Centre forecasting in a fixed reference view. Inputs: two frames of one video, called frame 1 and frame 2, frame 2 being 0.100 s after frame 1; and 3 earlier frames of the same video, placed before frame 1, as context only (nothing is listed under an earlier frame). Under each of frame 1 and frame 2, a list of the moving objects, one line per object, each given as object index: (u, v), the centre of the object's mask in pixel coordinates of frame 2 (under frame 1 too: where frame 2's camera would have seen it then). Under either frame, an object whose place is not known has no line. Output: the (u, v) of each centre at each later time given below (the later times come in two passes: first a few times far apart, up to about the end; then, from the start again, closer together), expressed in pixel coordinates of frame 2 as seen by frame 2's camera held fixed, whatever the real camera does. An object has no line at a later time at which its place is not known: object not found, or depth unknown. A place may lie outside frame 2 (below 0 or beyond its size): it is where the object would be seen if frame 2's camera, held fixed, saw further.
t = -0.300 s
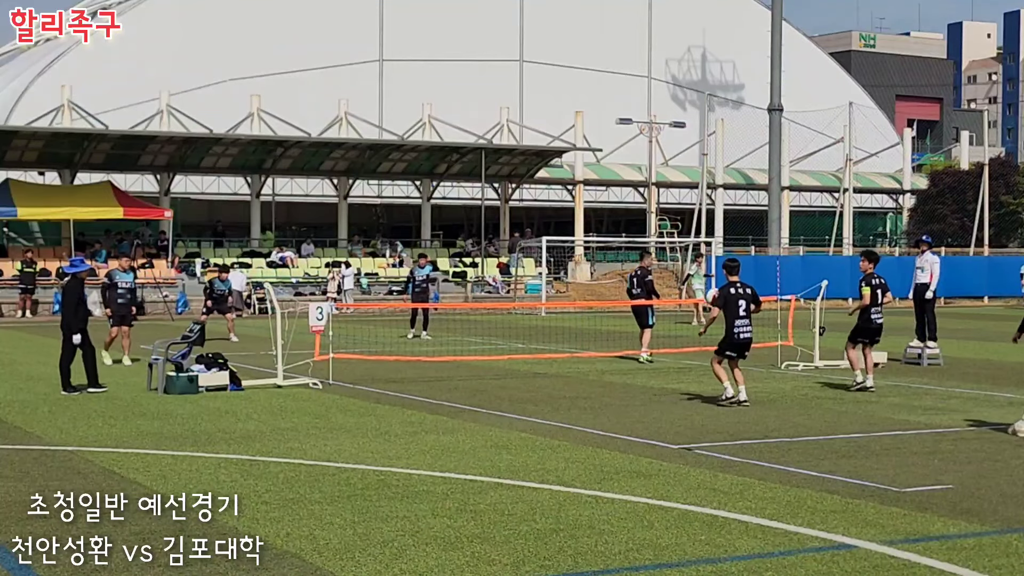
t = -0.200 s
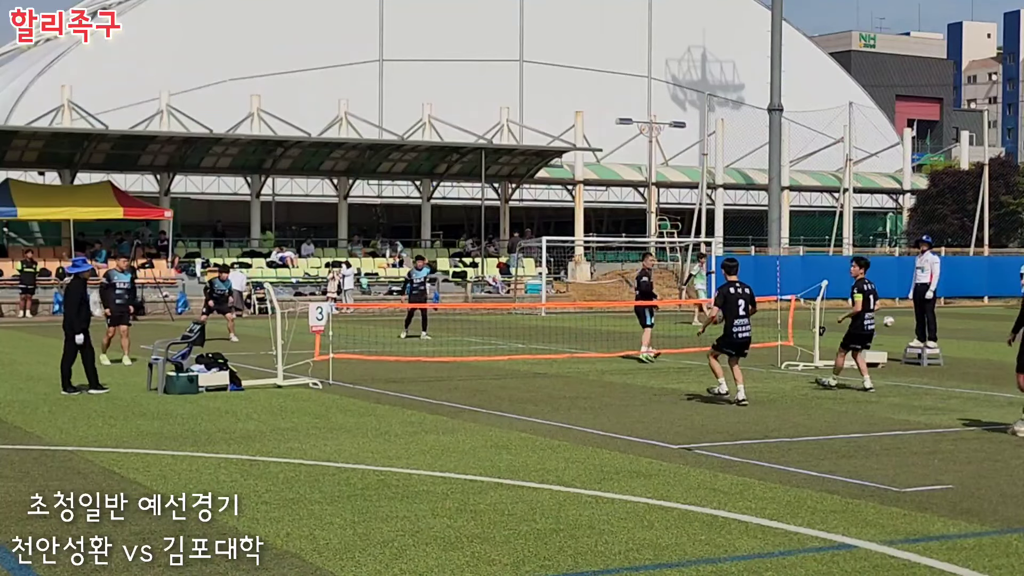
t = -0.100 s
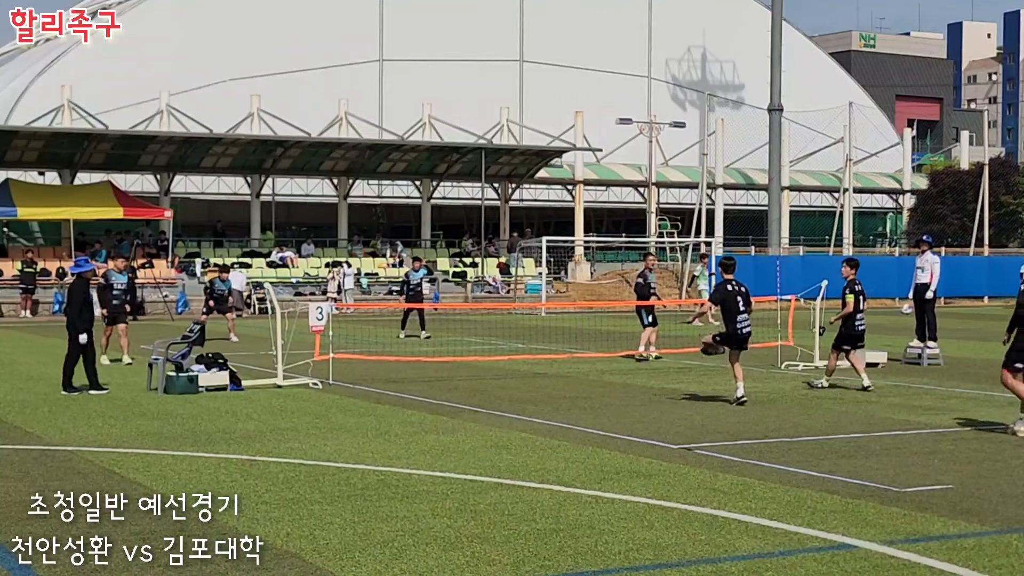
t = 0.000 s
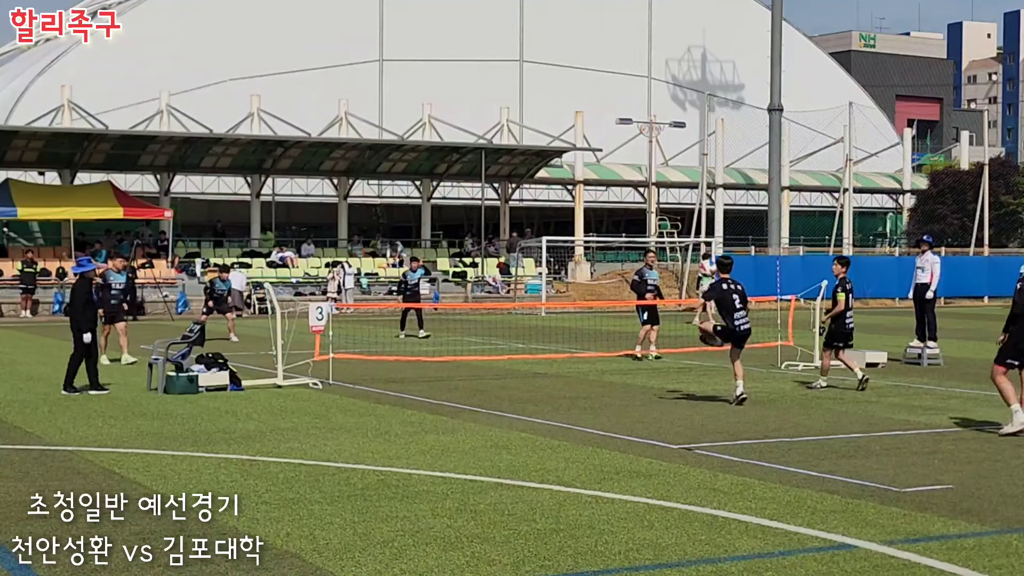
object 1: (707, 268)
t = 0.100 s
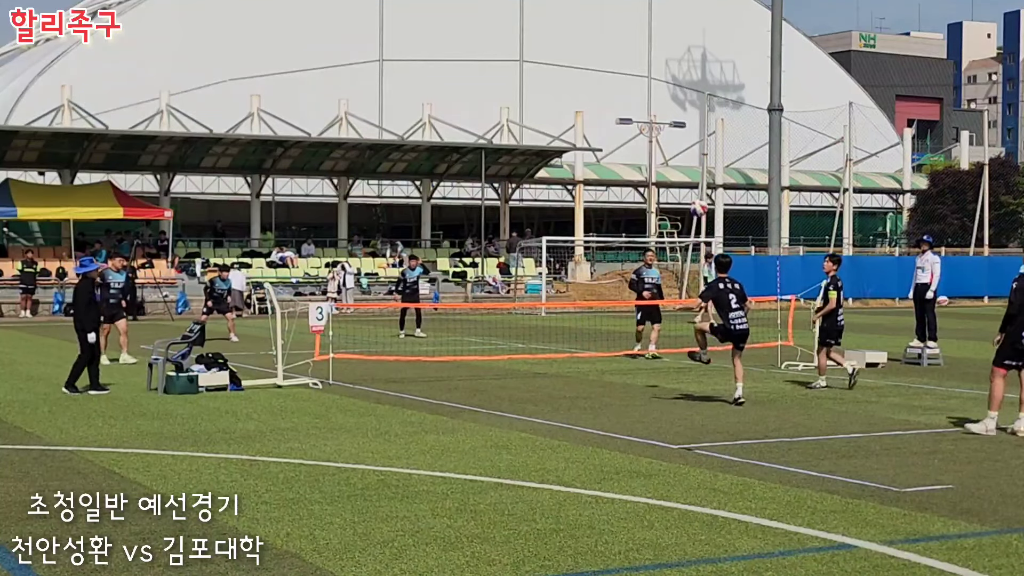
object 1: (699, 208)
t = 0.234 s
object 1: (687, 142)
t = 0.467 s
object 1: (667, 66)
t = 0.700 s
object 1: (646, 39)
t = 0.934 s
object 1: (625, 57)
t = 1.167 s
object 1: (605, 119)
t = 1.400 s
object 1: (586, 221)
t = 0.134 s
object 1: (696, 190)
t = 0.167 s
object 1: (694, 173)
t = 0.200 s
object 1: (690, 157)
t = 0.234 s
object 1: (687, 142)
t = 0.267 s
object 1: (685, 128)
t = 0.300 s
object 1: (682, 114)
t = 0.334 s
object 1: (679, 103)
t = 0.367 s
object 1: (676, 93)
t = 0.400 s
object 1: (672, 83)
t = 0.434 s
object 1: (670, 74)
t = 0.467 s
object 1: (667, 66)
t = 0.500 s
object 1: (664, 59)
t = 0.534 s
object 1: (661, 54)
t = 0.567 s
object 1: (658, 49)
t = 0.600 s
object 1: (655, 45)
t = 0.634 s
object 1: (652, 42)
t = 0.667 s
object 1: (649, 40)
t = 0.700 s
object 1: (646, 39)
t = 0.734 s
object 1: (643, 39)
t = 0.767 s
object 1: (640, 39)
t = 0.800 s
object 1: (637, 41)
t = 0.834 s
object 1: (634, 44)
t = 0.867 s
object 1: (631, 47)
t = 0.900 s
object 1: (628, 51)
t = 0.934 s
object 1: (625, 57)
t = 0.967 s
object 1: (622, 63)
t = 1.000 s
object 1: (619, 70)
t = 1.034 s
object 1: (616, 79)
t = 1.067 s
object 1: (614, 88)
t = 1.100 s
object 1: (611, 97)
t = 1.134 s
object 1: (608, 108)
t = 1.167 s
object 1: (605, 119)
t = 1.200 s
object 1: (602, 131)
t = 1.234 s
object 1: (600, 144)
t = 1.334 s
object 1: (592, 188)
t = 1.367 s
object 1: (589, 204)
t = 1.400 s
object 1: (586, 221)
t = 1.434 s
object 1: (584, 239)
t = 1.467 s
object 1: (582, 258)
